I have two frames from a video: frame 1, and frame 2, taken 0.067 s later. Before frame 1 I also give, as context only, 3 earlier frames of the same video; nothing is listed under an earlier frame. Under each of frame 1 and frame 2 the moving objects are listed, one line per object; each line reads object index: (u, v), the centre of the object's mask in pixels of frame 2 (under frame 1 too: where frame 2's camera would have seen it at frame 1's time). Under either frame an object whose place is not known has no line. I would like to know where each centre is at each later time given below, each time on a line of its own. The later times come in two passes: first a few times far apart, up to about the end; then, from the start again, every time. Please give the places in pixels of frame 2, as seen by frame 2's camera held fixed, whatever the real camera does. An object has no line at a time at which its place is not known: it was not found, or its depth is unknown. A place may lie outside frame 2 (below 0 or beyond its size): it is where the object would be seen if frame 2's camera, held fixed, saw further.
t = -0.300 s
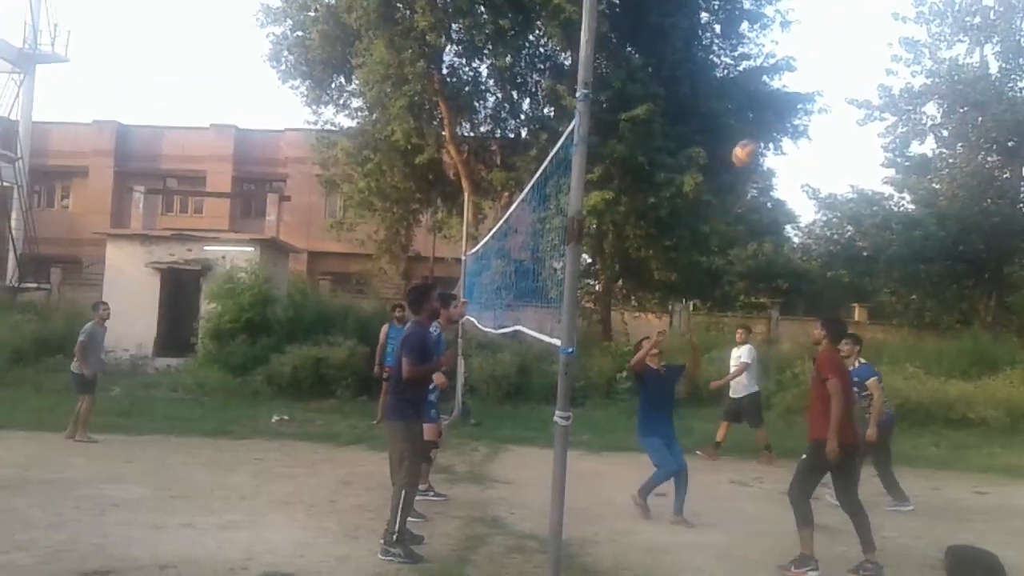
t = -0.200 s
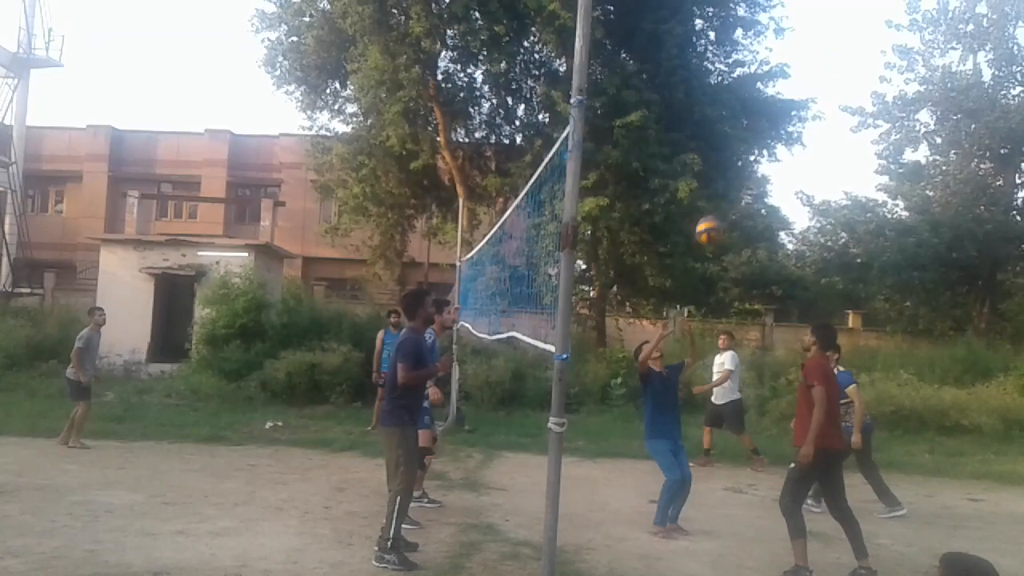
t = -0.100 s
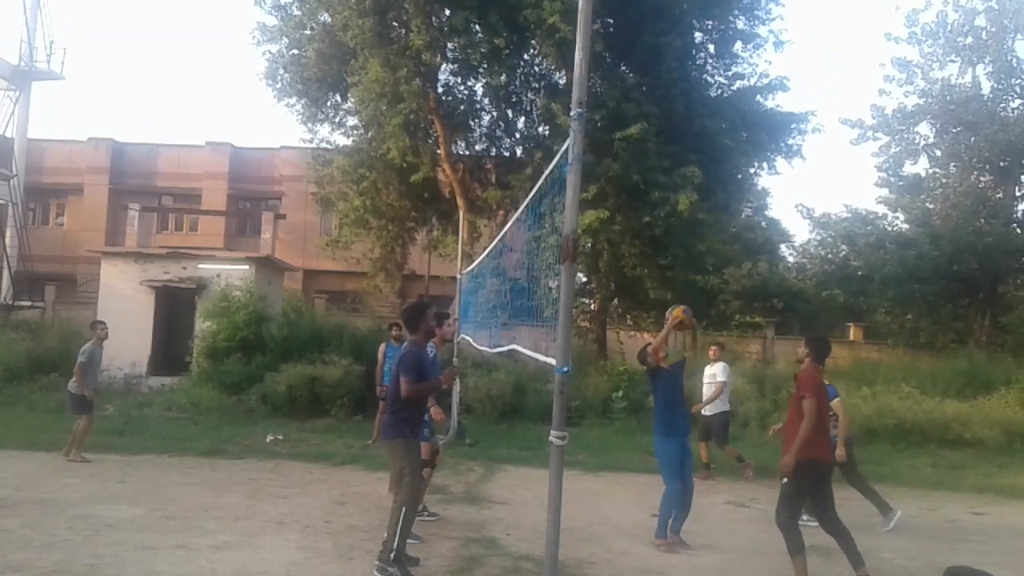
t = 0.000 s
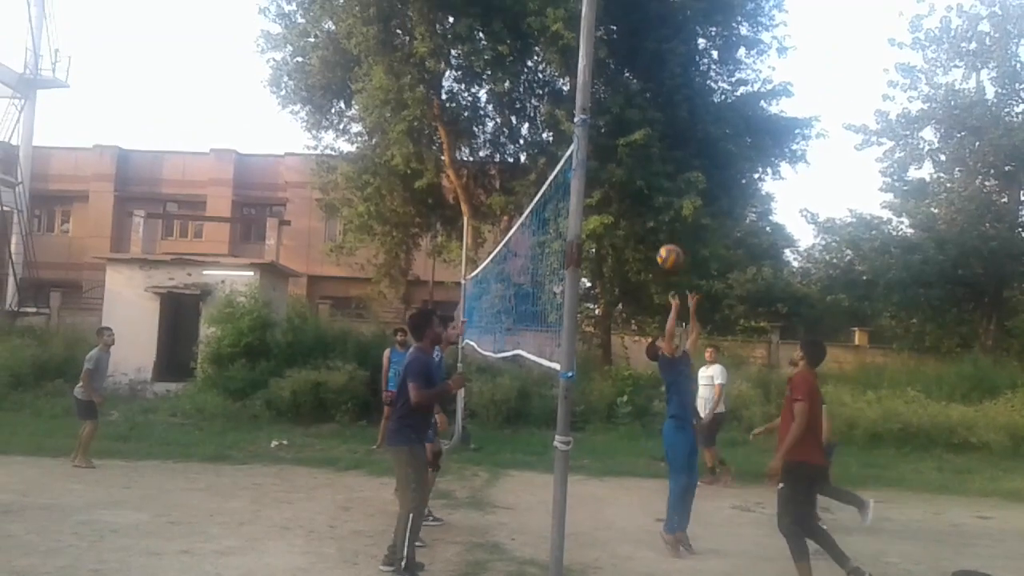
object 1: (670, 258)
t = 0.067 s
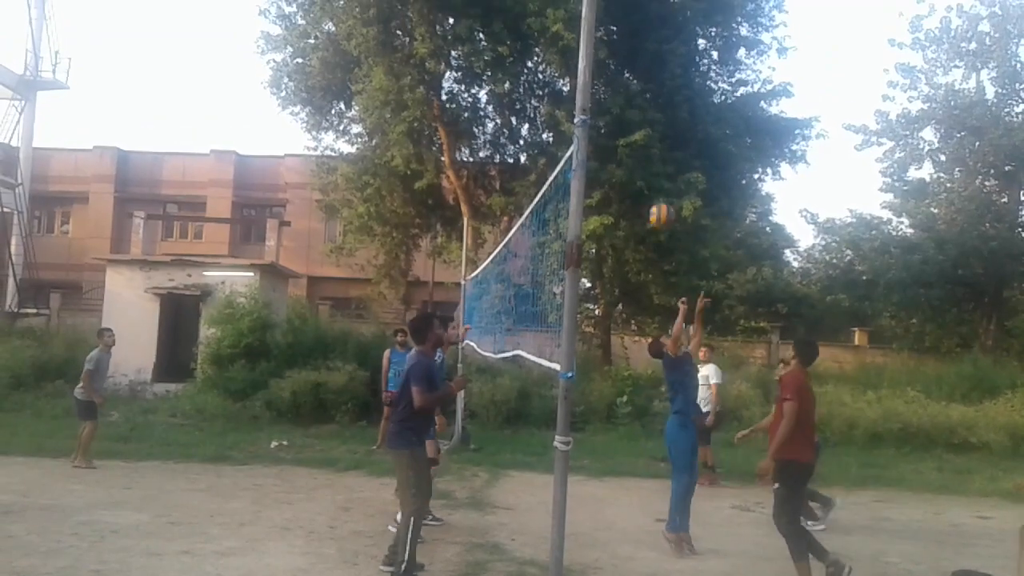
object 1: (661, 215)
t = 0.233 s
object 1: (643, 135)
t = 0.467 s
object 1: (617, 79)
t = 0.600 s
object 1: (601, 71)
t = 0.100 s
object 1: (658, 196)
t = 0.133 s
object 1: (654, 179)
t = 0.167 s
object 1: (650, 163)
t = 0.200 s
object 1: (645, 148)
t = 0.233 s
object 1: (643, 135)
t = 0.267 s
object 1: (639, 124)
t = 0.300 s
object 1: (635, 114)
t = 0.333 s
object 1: (632, 104)
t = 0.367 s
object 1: (628, 97)
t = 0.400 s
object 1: (624, 89)
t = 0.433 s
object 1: (622, 85)
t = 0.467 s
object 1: (617, 79)
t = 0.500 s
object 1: (613, 75)
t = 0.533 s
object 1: (609, 73)
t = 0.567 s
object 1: (605, 72)
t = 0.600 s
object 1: (601, 71)
